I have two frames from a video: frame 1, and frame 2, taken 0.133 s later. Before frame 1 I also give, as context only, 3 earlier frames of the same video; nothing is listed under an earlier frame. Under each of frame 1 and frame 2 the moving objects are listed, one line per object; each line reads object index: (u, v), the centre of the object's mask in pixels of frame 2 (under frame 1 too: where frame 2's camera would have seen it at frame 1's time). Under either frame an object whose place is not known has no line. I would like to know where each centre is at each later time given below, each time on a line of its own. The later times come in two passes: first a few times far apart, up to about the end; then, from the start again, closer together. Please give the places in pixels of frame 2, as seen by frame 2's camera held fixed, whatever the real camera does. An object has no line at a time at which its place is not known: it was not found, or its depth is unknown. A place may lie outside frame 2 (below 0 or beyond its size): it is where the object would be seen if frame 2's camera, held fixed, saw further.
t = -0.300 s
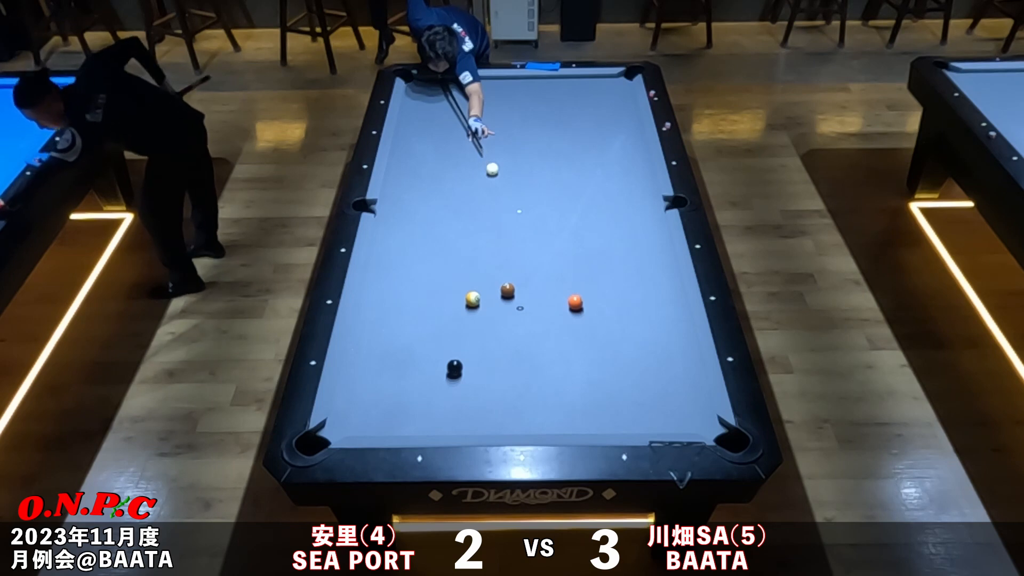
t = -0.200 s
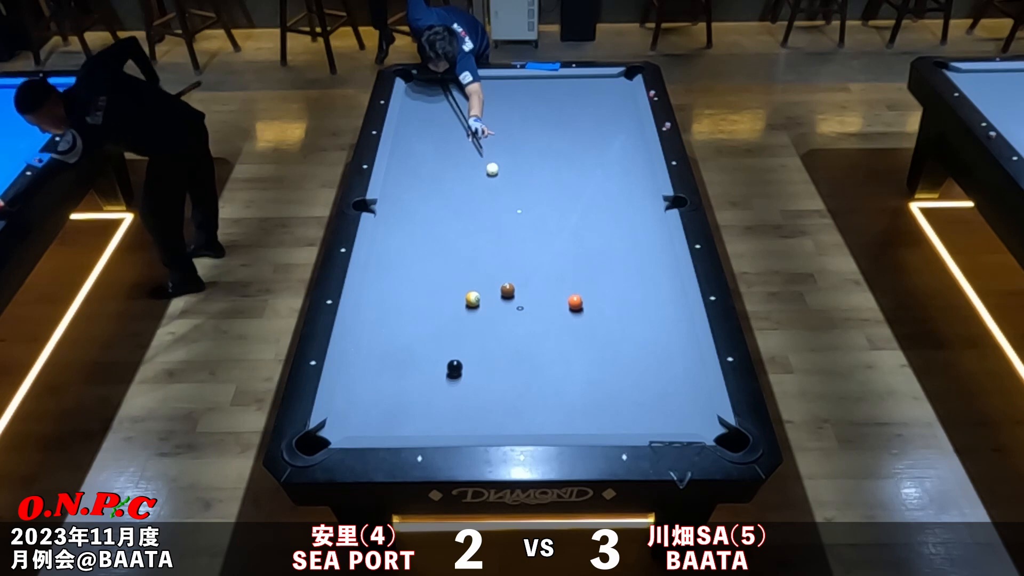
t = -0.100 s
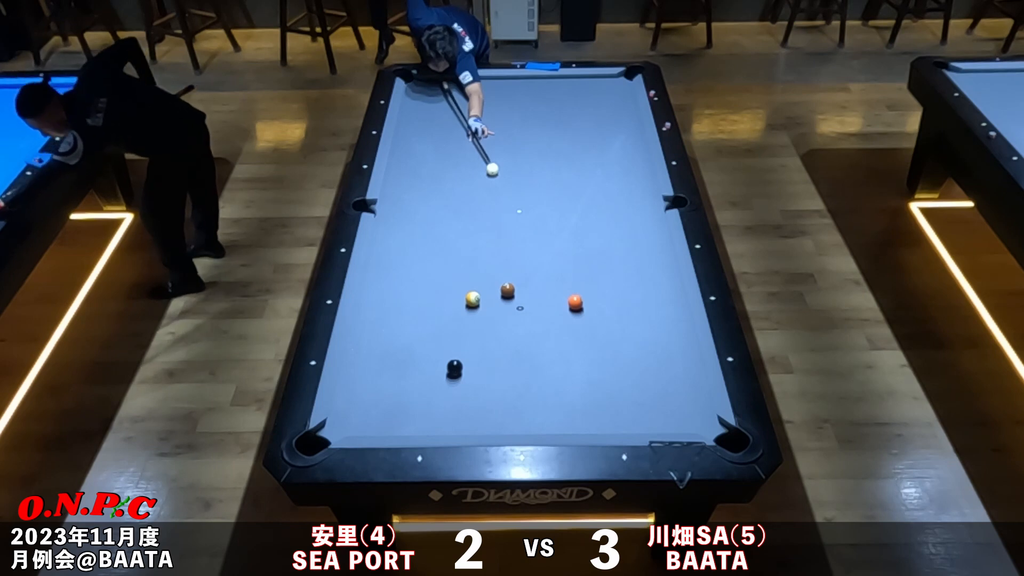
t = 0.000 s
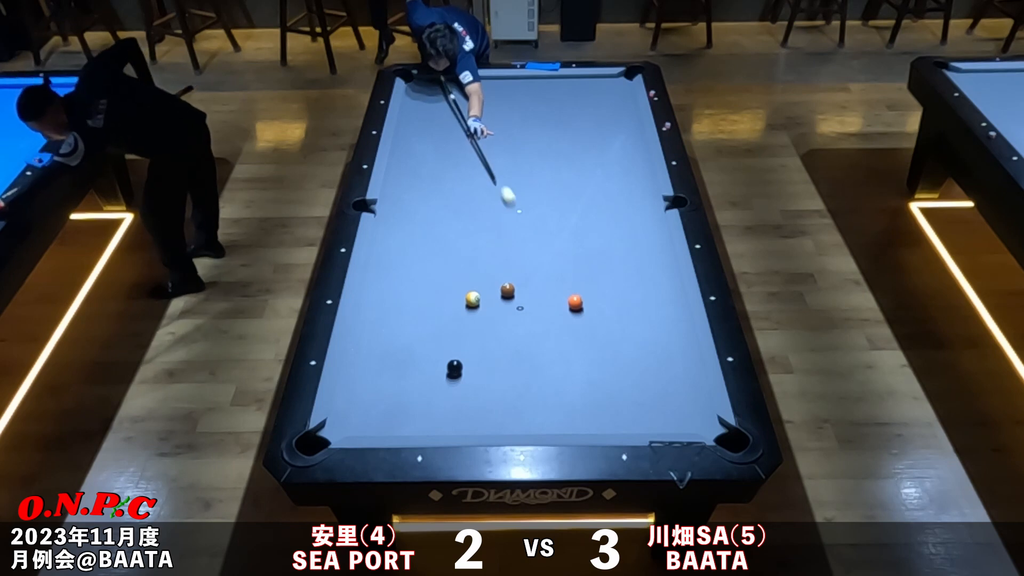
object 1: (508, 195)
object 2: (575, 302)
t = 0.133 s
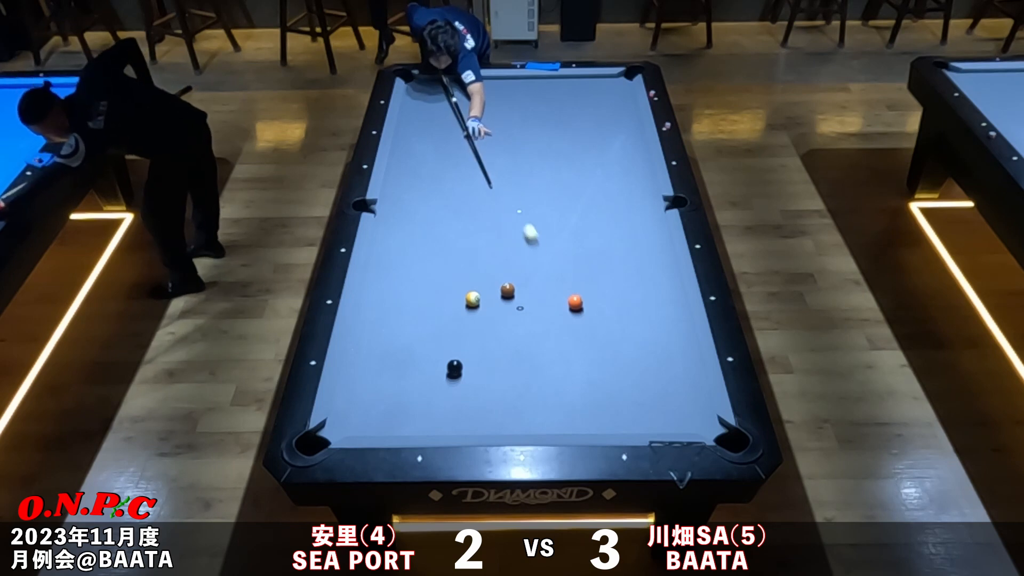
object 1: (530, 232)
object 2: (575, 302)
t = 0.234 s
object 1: (548, 261)
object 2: (575, 302)
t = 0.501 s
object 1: (562, 305)
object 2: (617, 349)
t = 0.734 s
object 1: (563, 332)
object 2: (670, 409)
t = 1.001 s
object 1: (564, 364)
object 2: (701, 397)
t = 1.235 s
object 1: (566, 393)
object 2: (685, 369)
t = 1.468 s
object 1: (567, 422)
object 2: (668, 345)
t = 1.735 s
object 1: (575, 414)
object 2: (650, 320)
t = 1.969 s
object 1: (582, 399)
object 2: (636, 301)
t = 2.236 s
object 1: (589, 383)
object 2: (622, 282)
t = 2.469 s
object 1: (594, 371)
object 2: (611, 266)
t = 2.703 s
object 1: (599, 360)
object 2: (601, 253)
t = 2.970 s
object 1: (603, 350)
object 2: (591, 238)
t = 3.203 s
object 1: (607, 342)
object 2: (583, 227)
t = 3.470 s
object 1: (610, 334)
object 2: (575, 215)
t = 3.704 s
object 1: (613, 328)
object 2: (569, 206)
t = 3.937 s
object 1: (615, 324)
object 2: (563, 198)
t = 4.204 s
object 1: (617, 320)
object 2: (557, 189)
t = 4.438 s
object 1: (618, 317)
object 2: (553, 183)
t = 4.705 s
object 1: (619, 315)
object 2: (549, 176)
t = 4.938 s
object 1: (620, 314)
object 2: (545, 171)
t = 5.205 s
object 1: (620, 314)
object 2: (542, 166)
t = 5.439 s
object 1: (620, 314)
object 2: (540, 162)
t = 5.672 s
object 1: (620, 314)
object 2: (537, 159)
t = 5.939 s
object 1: (620, 314)
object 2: (535, 156)
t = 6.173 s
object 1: (620, 315)
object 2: (534, 154)
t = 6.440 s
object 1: (620, 315)
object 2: (533, 153)
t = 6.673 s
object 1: (620, 315)
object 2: (532, 152)
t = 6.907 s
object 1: (620, 314)
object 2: (532, 152)
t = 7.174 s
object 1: (620, 314)
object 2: (532, 152)
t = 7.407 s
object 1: (620, 314)
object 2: (532, 152)
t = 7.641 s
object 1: (620, 314)
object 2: (532, 152)
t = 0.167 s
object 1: (536, 241)
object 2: (575, 302)
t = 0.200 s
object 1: (542, 251)
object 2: (575, 302)
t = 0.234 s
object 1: (548, 261)
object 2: (575, 302)
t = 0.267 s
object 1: (554, 272)
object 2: (575, 302)
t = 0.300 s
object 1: (561, 282)
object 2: (575, 302)
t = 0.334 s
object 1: (566, 292)
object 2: (576, 302)
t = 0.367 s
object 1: (565, 295)
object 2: (584, 311)
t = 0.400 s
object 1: (564, 297)
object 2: (592, 321)
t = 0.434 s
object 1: (563, 299)
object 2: (601, 330)
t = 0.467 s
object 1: (562, 302)
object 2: (609, 340)
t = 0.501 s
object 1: (562, 305)
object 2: (617, 349)
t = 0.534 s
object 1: (562, 309)
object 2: (624, 357)
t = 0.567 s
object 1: (562, 313)
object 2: (632, 365)
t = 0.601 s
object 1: (562, 317)
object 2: (639, 374)
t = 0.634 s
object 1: (562, 320)
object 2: (647, 382)
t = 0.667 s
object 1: (562, 324)
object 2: (654, 391)
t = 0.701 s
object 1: (563, 328)
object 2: (662, 400)
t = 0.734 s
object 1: (563, 332)
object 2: (670, 409)
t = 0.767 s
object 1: (563, 336)
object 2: (678, 417)
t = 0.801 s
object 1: (563, 340)
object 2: (686, 425)
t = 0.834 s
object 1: (563, 344)
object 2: (690, 422)
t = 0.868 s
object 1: (564, 348)
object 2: (692, 417)
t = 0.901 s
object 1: (564, 352)
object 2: (694, 411)
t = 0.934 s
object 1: (564, 356)
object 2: (697, 407)
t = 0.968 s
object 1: (564, 360)
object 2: (699, 402)
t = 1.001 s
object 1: (564, 364)
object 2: (701, 397)
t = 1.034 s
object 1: (564, 368)
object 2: (701, 392)
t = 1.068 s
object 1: (565, 372)
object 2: (698, 388)
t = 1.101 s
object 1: (565, 376)
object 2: (695, 384)
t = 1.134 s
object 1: (565, 380)
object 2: (692, 380)
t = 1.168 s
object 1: (565, 384)
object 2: (690, 377)
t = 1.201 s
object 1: (565, 389)
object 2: (687, 373)
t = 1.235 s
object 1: (566, 393)
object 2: (685, 369)
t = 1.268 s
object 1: (566, 397)
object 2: (682, 366)
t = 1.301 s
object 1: (566, 402)
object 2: (679, 362)
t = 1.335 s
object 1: (566, 406)
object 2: (677, 359)
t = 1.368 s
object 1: (567, 410)
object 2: (675, 355)
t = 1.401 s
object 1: (567, 415)
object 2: (672, 352)
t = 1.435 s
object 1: (567, 419)
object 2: (670, 348)
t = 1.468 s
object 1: (567, 422)
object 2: (668, 345)
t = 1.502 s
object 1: (567, 425)
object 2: (665, 342)
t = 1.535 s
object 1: (568, 426)
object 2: (663, 339)
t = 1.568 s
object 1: (569, 425)
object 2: (661, 336)
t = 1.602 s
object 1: (570, 423)
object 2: (658, 333)
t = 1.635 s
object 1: (572, 421)
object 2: (656, 329)
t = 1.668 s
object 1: (573, 419)
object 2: (654, 326)
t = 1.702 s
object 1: (574, 416)
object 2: (652, 323)
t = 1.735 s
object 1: (575, 414)
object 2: (650, 320)
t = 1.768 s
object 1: (576, 411)
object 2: (648, 318)
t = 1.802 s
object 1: (577, 409)
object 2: (646, 315)
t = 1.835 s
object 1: (578, 407)
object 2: (644, 312)
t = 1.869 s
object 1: (579, 405)
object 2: (642, 309)
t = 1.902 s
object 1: (580, 403)
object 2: (640, 307)
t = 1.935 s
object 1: (581, 401)
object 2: (638, 304)
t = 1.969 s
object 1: (582, 399)
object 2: (636, 301)
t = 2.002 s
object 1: (583, 396)
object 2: (635, 299)
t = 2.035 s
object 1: (583, 394)
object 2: (633, 296)
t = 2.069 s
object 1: (584, 392)
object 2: (631, 294)
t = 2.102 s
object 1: (585, 391)
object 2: (629, 292)
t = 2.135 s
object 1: (586, 389)
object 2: (627, 289)
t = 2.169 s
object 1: (587, 387)
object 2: (626, 287)
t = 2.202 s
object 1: (588, 385)
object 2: (624, 284)
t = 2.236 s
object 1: (589, 383)
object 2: (622, 282)
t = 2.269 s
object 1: (590, 381)
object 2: (621, 279)
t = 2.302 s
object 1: (590, 379)
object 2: (619, 277)
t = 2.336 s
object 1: (591, 378)
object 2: (617, 275)
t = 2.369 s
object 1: (592, 376)
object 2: (616, 273)
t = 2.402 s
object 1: (593, 374)
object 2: (614, 271)
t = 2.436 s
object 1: (593, 372)
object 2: (613, 269)
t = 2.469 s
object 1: (594, 371)
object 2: (611, 266)
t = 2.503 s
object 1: (595, 369)
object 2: (610, 264)
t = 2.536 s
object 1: (596, 368)
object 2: (608, 262)
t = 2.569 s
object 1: (596, 366)
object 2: (607, 260)
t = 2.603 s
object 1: (597, 365)
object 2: (605, 258)
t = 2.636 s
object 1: (598, 363)
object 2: (604, 256)
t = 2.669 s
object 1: (598, 362)
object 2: (603, 255)
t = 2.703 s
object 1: (599, 360)
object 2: (601, 253)
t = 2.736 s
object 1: (599, 359)
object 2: (600, 251)
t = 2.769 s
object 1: (600, 358)
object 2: (598, 249)
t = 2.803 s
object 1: (601, 356)
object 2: (597, 247)
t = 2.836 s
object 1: (601, 355)
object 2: (596, 245)
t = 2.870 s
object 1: (602, 354)
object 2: (595, 244)
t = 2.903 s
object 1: (602, 352)
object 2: (594, 242)
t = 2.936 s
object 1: (603, 351)
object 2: (592, 240)
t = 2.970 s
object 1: (603, 350)
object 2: (591, 238)
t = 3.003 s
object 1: (604, 348)
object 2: (590, 237)
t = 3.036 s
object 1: (605, 347)
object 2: (589, 235)
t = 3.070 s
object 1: (605, 346)
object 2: (588, 233)
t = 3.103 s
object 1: (606, 345)
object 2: (586, 232)
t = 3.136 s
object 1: (606, 344)
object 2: (585, 230)
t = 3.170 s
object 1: (606, 343)
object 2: (584, 228)
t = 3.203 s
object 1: (607, 342)
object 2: (583, 227)
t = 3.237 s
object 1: (607, 341)
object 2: (582, 225)
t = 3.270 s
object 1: (608, 340)
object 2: (581, 224)
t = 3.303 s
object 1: (608, 339)
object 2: (580, 222)
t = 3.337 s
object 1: (609, 338)
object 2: (579, 221)
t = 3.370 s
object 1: (609, 337)
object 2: (578, 220)
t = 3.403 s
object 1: (609, 336)
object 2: (577, 218)
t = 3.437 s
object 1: (610, 335)
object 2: (576, 217)
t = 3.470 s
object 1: (610, 334)
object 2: (575, 215)
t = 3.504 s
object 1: (611, 333)
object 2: (574, 214)
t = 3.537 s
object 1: (611, 332)
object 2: (573, 213)
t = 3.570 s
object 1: (611, 331)
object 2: (572, 211)
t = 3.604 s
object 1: (612, 331)
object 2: (571, 210)
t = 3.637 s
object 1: (612, 330)
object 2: (570, 209)
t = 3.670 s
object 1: (612, 329)
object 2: (570, 207)
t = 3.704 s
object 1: (613, 328)
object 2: (569, 206)
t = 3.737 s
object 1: (613, 328)
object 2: (568, 205)
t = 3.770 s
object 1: (613, 327)
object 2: (567, 204)
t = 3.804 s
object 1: (614, 326)
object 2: (566, 203)
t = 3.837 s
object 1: (614, 326)
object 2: (565, 201)
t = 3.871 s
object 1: (614, 325)
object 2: (564, 200)
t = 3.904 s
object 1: (614, 324)
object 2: (564, 199)
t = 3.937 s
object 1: (615, 324)
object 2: (563, 198)
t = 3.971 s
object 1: (615, 323)
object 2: (562, 197)
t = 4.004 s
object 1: (615, 323)
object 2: (562, 196)
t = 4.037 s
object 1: (615, 322)
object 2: (561, 194)
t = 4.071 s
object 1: (616, 322)
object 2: (560, 193)
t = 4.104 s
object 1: (616, 321)
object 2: (560, 192)
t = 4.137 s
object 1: (616, 321)
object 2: (559, 191)
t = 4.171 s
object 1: (616, 320)
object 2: (558, 190)
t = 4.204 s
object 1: (617, 320)
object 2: (557, 189)
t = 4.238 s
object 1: (617, 319)
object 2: (557, 188)
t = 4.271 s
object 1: (617, 319)
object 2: (556, 188)
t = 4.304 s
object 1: (617, 318)
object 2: (556, 187)
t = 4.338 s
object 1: (617, 318)
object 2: (555, 185)
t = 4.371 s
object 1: (618, 318)
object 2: (554, 184)
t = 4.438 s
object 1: (618, 317)
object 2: (553, 183)
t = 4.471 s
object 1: (618, 317)
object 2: (553, 182)
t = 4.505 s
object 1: (618, 316)
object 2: (552, 181)
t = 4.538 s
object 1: (618, 316)
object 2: (551, 180)
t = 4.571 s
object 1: (618, 316)
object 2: (551, 179)
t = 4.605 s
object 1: (619, 315)
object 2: (550, 178)
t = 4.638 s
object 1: (619, 315)
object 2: (550, 177)
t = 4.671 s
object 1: (619, 315)
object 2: (549, 177)
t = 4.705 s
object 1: (619, 315)
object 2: (549, 176)
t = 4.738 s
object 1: (619, 315)
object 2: (548, 175)
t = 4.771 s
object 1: (619, 315)
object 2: (548, 174)
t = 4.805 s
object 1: (620, 314)
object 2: (547, 174)
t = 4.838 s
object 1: (620, 314)
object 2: (547, 173)
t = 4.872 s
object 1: (620, 314)
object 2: (546, 172)
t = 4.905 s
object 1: (620, 314)
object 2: (546, 172)
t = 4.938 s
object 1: (620, 314)
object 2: (545, 171)
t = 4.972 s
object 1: (620, 314)
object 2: (545, 170)
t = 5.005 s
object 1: (620, 314)
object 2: (545, 170)
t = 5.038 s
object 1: (620, 314)
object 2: (544, 169)
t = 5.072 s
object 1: (620, 314)
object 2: (544, 168)
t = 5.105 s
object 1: (620, 314)
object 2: (543, 168)
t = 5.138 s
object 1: (620, 314)
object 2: (543, 167)
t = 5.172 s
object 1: (620, 314)
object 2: (543, 166)
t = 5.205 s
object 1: (620, 314)
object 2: (542, 166)
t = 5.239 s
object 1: (620, 314)
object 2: (542, 165)
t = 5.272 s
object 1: (620, 314)
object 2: (542, 165)
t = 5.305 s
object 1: (620, 314)
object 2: (541, 164)
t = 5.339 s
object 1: (620, 314)
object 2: (541, 163)
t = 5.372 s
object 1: (620, 314)
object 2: (540, 163)
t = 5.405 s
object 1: (620, 314)
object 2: (540, 163)
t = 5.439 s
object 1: (620, 314)
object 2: (540, 162)
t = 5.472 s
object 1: (620, 314)
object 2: (539, 162)
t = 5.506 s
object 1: (620, 315)
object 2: (539, 161)
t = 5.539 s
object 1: (620, 314)
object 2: (539, 161)
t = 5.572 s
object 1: (620, 314)
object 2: (538, 160)
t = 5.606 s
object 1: (620, 314)
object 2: (538, 160)
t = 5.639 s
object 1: (620, 315)
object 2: (538, 159)
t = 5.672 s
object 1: (620, 314)
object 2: (537, 159)
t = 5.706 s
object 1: (620, 314)
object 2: (537, 158)
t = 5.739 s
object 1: (620, 315)
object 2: (537, 158)
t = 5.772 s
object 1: (620, 315)
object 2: (537, 158)
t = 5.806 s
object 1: (620, 315)
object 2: (536, 157)
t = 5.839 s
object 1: (620, 314)
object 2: (536, 157)
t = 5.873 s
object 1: (620, 314)
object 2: (536, 157)
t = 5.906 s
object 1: (620, 314)
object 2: (536, 156)
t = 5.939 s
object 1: (620, 314)
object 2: (535, 156)
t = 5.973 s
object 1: (620, 314)
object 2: (535, 156)
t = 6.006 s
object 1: (620, 315)
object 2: (535, 156)
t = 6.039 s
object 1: (620, 315)
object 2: (534, 155)
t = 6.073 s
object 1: (620, 315)
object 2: (534, 155)
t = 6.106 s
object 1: (620, 315)
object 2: (534, 155)
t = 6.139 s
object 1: (620, 315)
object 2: (534, 155)
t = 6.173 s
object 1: (620, 315)
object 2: (534, 154)
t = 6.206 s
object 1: (620, 315)
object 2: (533, 154)
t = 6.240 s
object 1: (620, 315)
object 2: (533, 154)
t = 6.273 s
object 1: (620, 314)
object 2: (533, 154)
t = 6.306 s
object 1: (620, 314)
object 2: (533, 154)
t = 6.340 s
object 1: (620, 314)
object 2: (533, 153)
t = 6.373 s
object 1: (620, 315)
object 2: (533, 153)
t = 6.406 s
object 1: (620, 314)
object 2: (533, 153)
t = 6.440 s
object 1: (620, 315)
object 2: (533, 153)
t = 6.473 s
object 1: (620, 314)
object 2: (533, 153)
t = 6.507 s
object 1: (620, 314)
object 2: (533, 152)
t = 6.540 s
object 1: (620, 315)
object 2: (532, 152)
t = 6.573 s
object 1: (620, 314)
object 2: (532, 152)
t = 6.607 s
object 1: (620, 314)
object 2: (532, 152)
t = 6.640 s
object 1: (620, 315)
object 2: (532, 152)
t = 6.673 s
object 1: (620, 315)
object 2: (532, 152)
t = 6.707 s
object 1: (620, 315)
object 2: (532, 152)
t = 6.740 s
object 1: (620, 315)
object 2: (532, 152)
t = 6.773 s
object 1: (620, 314)
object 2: (532, 152)
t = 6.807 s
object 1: (620, 315)
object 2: (532, 152)
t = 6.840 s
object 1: (620, 314)
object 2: (532, 152)
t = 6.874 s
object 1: (620, 314)
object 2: (532, 152)
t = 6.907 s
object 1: (620, 314)
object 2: (532, 152)
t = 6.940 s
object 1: (620, 314)
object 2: (532, 152)
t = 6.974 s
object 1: (620, 314)
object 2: (532, 152)
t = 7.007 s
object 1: (620, 314)
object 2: (532, 152)
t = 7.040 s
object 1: (620, 314)
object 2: (532, 152)
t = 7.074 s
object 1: (620, 314)
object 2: (532, 152)
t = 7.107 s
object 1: (620, 314)
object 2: (532, 152)
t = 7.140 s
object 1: (620, 314)
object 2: (532, 152)
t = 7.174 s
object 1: (620, 314)
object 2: (532, 152)
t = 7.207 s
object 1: (620, 314)
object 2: (532, 152)
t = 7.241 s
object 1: (620, 314)
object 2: (532, 152)
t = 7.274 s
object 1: (620, 314)
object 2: (532, 152)
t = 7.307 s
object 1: (620, 314)
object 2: (532, 152)
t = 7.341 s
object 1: (620, 314)
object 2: (532, 152)
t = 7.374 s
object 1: (620, 314)
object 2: (532, 152)
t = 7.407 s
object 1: (620, 314)
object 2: (532, 152)
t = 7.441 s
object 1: (620, 314)
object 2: (532, 151)
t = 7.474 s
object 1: (620, 314)
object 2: (532, 152)
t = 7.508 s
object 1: (620, 314)
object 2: (532, 152)
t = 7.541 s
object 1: (620, 314)
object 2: (532, 152)
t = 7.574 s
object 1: (620, 314)
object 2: (532, 152)
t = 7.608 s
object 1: (620, 314)
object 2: (532, 152)
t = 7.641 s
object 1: (620, 314)
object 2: (532, 152)
